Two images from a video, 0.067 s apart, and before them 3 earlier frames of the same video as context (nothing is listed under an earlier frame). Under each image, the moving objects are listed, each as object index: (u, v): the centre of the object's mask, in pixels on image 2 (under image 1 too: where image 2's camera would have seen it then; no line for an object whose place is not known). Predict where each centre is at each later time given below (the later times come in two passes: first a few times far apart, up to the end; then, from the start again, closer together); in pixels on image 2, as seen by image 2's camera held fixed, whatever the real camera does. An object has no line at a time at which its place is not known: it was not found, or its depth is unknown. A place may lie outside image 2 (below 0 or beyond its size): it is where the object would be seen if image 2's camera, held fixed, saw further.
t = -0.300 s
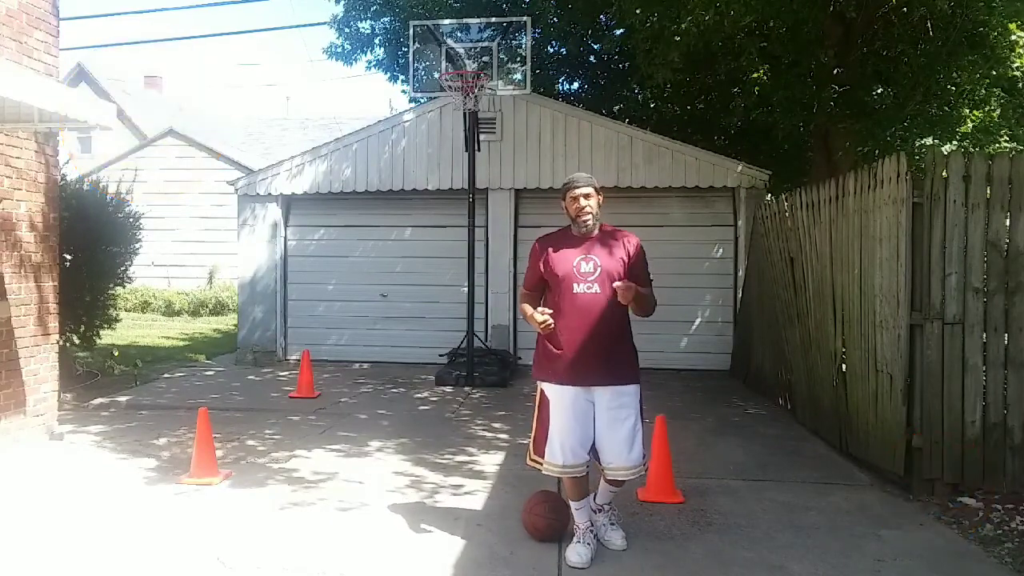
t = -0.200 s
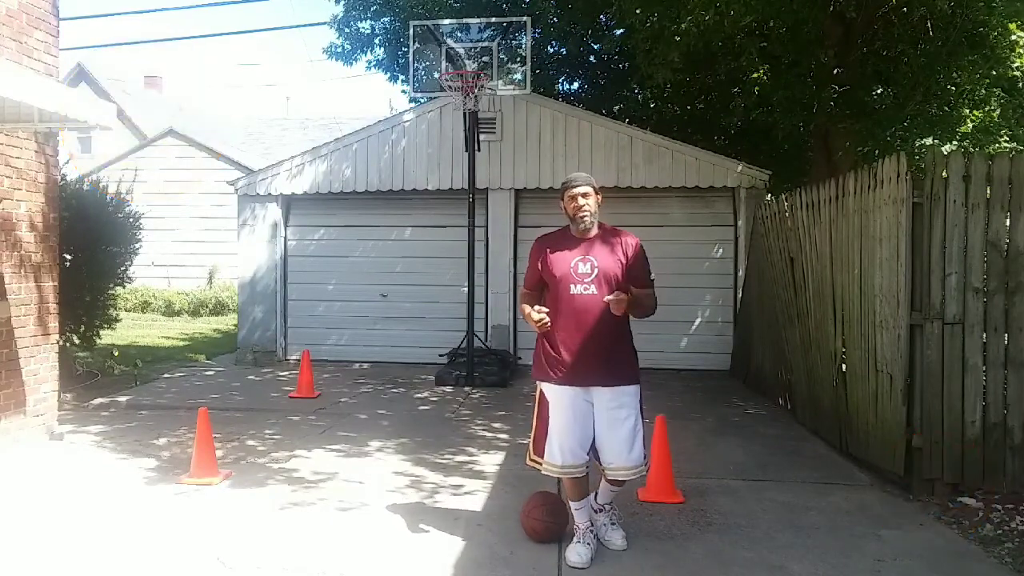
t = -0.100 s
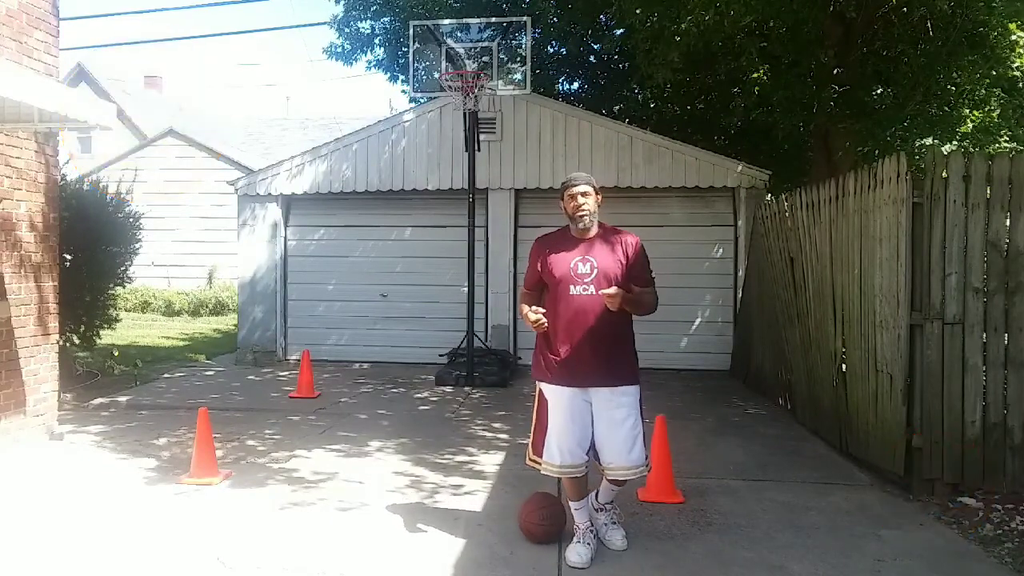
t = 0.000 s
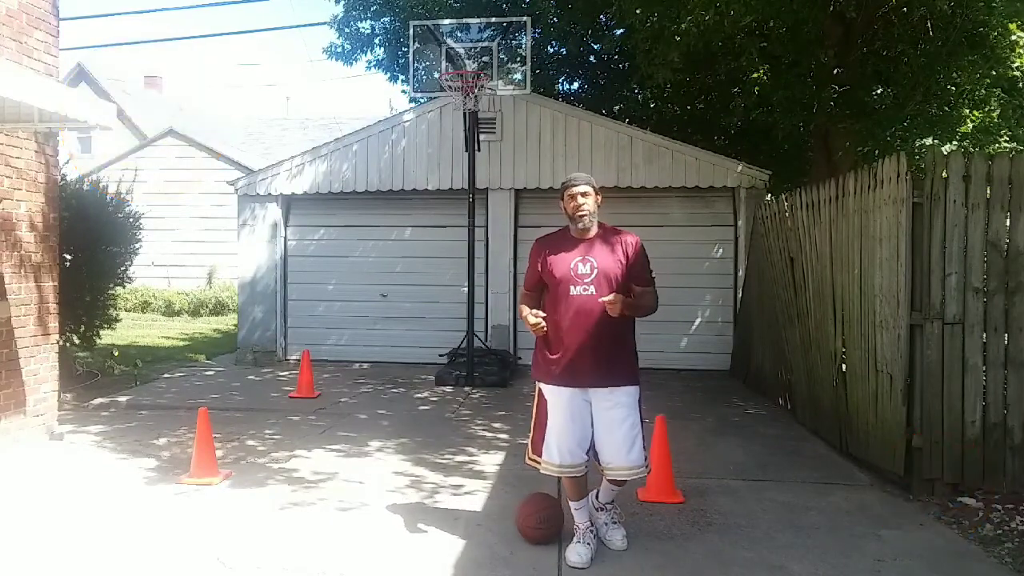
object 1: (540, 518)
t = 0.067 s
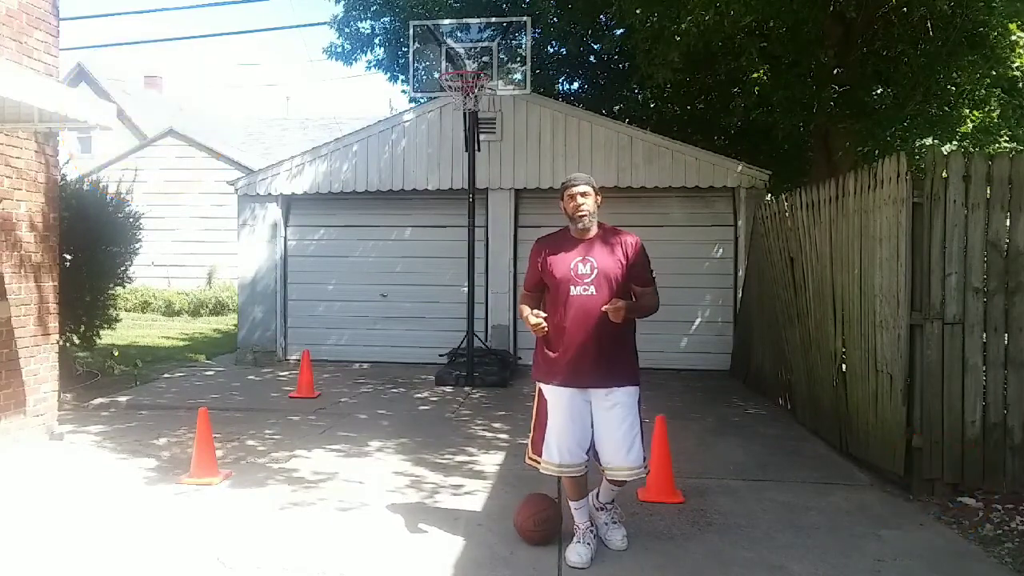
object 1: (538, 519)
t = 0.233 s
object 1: (533, 520)
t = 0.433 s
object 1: (528, 522)
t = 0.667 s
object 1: (522, 524)
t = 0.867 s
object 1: (517, 527)
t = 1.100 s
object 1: (510, 529)
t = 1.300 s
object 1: (506, 532)
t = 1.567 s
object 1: (499, 535)
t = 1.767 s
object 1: (494, 538)
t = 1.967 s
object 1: (488, 541)
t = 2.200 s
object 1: (482, 545)
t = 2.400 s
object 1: (476, 548)
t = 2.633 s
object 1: (467, 551)
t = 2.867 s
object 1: (457, 554)
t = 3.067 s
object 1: (448, 556)
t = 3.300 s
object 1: (434, 556)
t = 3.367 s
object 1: (429, 556)
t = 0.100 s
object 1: (537, 519)
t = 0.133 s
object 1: (537, 520)
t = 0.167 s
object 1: (535, 520)
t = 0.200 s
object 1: (534, 520)
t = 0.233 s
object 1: (533, 520)
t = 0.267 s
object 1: (533, 521)
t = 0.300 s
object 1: (532, 521)
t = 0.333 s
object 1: (531, 521)
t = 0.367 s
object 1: (530, 522)
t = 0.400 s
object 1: (529, 522)
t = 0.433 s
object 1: (528, 522)
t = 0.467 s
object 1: (528, 523)
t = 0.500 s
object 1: (526, 523)
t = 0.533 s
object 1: (525, 523)
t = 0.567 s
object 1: (525, 523)
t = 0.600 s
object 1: (524, 523)
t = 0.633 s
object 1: (523, 524)
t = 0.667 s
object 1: (522, 524)
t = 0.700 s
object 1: (521, 525)
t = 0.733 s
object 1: (521, 525)
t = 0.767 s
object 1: (520, 525)
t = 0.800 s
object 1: (519, 525)
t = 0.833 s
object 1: (518, 526)
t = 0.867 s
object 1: (517, 527)
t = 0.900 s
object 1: (516, 527)
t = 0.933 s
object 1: (515, 527)
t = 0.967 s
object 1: (514, 528)
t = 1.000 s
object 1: (513, 528)
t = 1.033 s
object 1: (512, 528)
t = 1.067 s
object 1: (511, 529)
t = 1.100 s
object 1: (510, 529)
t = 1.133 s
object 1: (509, 529)
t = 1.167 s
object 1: (508, 530)
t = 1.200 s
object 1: (508, 530)
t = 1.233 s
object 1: (507, 530)
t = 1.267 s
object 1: (506, 531)
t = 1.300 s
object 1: (506, 532)
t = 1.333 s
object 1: (505, 532)
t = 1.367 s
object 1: (503, 533)
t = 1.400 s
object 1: (503, 533)
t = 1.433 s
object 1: (502, 533)
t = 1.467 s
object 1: (501, 534)
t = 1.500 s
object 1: (501, 534)
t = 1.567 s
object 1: (499, 535)
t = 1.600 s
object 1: (498, 536)
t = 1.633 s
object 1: (497, 536)
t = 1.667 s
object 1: (497, 537)
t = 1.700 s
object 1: (496, 537)
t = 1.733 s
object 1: (495, 537)
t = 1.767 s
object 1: (494, 538)
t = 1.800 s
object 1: (493, 538)
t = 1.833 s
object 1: (492, 539)
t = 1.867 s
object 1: (491, 540)
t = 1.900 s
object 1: (490, 540)
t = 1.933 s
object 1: (489, 541)
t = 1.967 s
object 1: (488, 541)
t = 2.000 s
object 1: (487, 541)
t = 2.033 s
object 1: (486, 542)
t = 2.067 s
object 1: (486, 543)
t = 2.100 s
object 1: (485, 543)
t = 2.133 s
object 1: (484, 543)
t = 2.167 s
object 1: (482, 544)
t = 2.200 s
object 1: (482, 545)
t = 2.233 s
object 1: (481, 545)
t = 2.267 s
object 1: (480, 546)
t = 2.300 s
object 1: (479, 546)
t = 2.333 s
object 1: (478, 547)
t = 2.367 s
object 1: (477, 547)
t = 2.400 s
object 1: (476, 548)
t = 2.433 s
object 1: (474, 548)
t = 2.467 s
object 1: (473, 549)
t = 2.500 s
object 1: (472, 549)
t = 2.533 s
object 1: (471, 550)
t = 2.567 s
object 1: (470, 550)
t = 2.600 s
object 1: (469, 551)
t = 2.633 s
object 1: (467, 551)
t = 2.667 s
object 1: (466, 551)
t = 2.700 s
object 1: (464, 552)
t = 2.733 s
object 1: (463, 552)
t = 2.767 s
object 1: (462, 553)
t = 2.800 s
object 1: (460, 553)
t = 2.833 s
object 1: (459, 554)
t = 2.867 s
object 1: (457, 554)
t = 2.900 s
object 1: (456, 554)
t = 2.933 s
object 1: (454, 555)
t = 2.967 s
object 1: (453, 555)
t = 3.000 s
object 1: (452, 555)
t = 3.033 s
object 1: (450, 555)
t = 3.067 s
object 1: (448, 556)
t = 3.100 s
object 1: (447, 556)
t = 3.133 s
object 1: (445, 556)
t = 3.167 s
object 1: (442, 556)
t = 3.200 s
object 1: (440, 556)
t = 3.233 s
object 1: (438, 556)
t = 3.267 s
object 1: (436, 556)
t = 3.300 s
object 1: (434, 556)
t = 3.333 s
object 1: (432, 556)
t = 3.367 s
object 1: (429, 556)
